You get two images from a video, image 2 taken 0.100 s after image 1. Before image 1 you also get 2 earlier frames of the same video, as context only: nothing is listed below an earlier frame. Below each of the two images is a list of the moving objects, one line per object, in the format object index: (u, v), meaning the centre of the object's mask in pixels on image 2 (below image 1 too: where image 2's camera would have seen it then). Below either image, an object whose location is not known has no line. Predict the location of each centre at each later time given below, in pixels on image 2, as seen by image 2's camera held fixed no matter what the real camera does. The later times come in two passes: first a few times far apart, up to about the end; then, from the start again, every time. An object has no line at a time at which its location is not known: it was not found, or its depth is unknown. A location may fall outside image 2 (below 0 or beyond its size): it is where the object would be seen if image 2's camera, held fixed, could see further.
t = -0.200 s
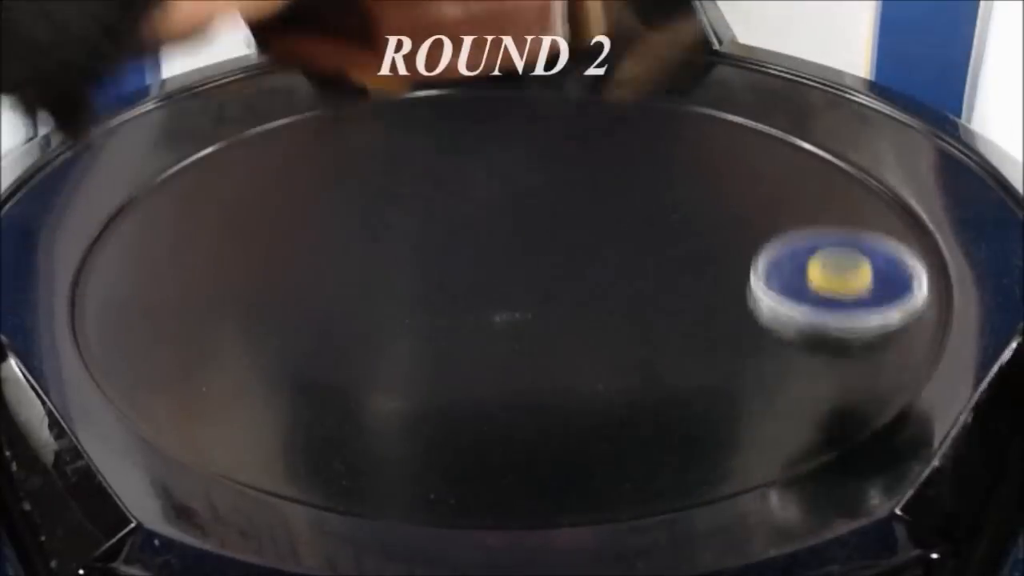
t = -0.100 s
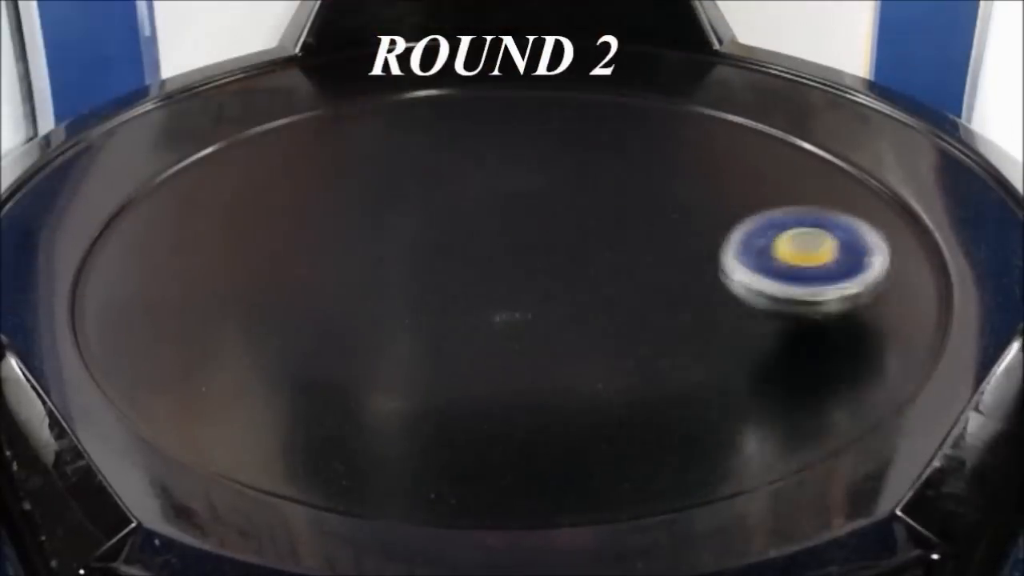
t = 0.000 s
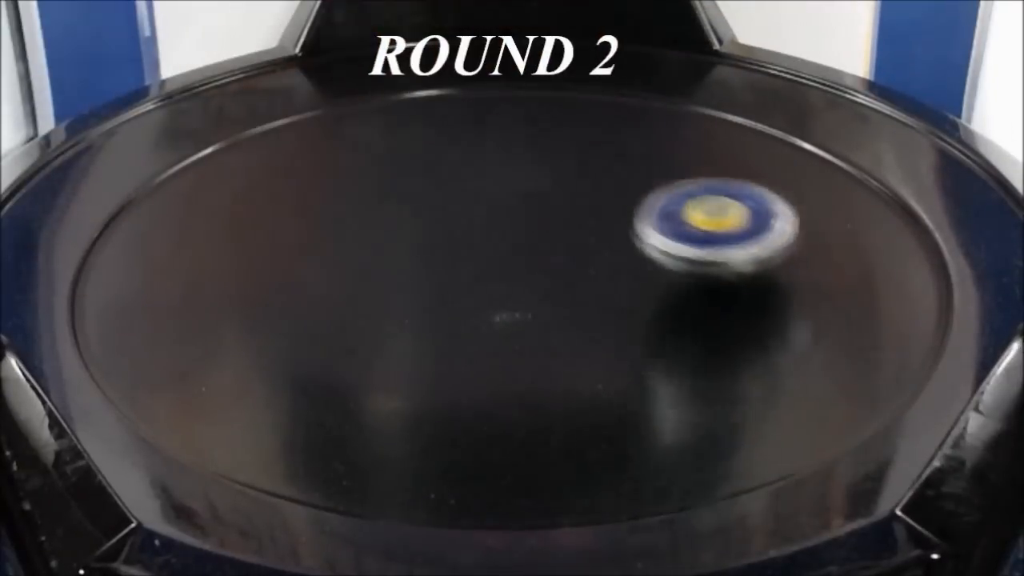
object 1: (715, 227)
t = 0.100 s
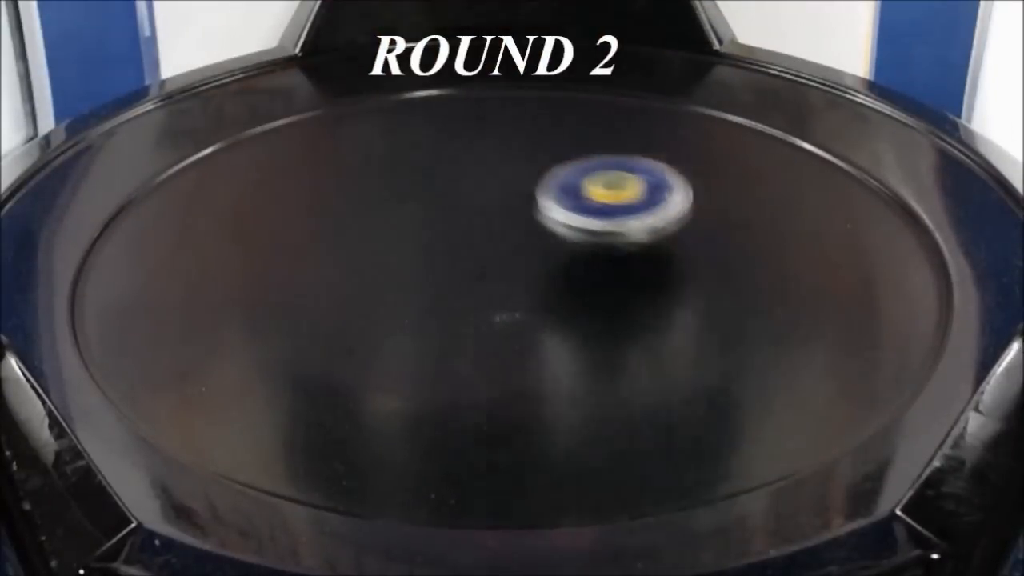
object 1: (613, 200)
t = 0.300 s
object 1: (481, 202)
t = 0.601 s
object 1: (426, 267)
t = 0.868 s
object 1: (490, 311)
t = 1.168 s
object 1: (578, 291)
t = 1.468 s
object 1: (539, 256)
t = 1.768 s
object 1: (457, 270)
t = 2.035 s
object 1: (463, 295)
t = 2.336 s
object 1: (507, 286)
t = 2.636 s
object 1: (484, 260)
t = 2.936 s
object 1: (443, 265)
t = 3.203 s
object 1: (464, 274)
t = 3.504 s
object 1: (486, 258)
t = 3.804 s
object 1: (472, 248)
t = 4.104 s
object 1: (470, 253)
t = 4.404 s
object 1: (498, 256)
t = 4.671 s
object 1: (514, 247)
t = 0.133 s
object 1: (583, 195)
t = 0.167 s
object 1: (554, 193)
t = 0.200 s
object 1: (530, 192)
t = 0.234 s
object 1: (511, 194)
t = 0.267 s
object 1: (495, 198)
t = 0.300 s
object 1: (481, 202)
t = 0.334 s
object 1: (469, 208)
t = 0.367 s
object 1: (458, 214)
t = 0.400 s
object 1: (449, 221)
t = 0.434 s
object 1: (441, 228)
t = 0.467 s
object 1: (435, 235)
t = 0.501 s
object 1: (430, 243)
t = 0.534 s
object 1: (427, 251)
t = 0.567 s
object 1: (425, 259)
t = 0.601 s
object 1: (426, 267)
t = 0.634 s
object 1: (428, 275)
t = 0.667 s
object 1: (432, 282)
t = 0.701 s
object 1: (439, 288)
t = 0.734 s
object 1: (447, 294)
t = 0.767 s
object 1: (456, 300)
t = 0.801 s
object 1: (466, 305)
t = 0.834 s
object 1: (477, 308)
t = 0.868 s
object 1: (490, 311)
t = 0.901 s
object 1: (503, 313)
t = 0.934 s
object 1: (515, 313)
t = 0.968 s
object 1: (528, 312)
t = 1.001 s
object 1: (541, 311)
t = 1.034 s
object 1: (552, 309)
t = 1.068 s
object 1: (562, 305)
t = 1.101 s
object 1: (570, 301)
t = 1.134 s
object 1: (575, 296)
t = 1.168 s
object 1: (578, 291)
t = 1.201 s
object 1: (579, 287)
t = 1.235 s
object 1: (579, 282)
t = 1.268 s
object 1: (578, 277)
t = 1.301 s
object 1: (575, 272)
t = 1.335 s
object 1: (570, 268)
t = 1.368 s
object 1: (564, 264)
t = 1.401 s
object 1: (557, 261)
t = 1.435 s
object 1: (549, 257)
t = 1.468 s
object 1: (539, 256)
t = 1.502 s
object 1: (529, 255)
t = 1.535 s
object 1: (517, 255)
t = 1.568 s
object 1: (506, 255)
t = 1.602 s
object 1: (495, 257)
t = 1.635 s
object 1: (485, 258)
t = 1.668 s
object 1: (476, 261)
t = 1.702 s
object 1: (468, 263)
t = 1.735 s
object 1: (462, 266)
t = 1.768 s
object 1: (457, 270)
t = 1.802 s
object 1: (454, 273)
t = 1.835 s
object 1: (452, 277)
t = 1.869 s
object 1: (451, 281)
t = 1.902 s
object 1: (452, 285)
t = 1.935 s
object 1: (453, 288)
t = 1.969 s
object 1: (456, 291)
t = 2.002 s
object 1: (459, 293)
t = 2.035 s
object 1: (463, 295)
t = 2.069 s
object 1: (468, 297)
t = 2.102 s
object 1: (474, 297)
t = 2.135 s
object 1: (480, 297)
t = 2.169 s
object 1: (486, 296)
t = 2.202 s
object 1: (491, 296)
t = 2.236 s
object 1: (496, 294)
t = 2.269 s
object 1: (500, 292)
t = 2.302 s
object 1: (504, 289)
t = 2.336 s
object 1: (507, 286)
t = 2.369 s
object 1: (509, 282)
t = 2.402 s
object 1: (509, 279)
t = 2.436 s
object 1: (509, 276)
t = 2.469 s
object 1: (507, 272)
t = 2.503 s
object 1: (504, 269)
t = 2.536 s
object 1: (500, 266)
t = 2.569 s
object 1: (495, 264)
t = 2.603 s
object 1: (489, 262)
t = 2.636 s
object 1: (484, 260)
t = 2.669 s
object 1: (478, 259)
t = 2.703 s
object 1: (471, 258)
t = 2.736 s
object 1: (464, 258)
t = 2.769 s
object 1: (458, 258)
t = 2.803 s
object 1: (453, 259)
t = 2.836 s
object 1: (450, 261)
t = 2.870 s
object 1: (446, 262)
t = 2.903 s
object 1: (444, 263)
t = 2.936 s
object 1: (443, 265)
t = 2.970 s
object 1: (442, 267)
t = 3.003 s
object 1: (443, 269)
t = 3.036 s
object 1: (445, 270)
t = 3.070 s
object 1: (448, 271)
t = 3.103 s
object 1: (452, 272)
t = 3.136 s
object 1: (456, 273)
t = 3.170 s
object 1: (460, 273)
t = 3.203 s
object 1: (464, 274)
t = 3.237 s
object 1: (467, 273)
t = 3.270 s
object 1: (471, 272)
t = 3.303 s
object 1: (475, 271)
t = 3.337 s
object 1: (478, 269)
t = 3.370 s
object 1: (481, 267)
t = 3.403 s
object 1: (484, 264)
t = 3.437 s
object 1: (485, 262)
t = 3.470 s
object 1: (486, 260)
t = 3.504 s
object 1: (486, 258)
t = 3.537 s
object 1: (485, 256)
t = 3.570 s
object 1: (484, 255)
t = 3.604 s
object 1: (483, 253)
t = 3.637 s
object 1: (481, 251)
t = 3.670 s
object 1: (479, 250)
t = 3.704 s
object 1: (478, 249)
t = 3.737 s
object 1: (476, 249)
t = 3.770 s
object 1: (474, 248)
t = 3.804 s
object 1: (472, 248)
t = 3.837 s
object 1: (471, 248)
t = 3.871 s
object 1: (469, 248)
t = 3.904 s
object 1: (468, 248)
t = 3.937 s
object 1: (467, 249)
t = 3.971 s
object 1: (466, 250)
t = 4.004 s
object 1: (466, 251)
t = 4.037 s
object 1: (467, 251)
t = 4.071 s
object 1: (468, 252)
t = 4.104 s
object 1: (470, 253)
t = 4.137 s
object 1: (473, 254)
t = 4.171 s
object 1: (475, 255)
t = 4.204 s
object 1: (477, 255)
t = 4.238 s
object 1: (481, 256)
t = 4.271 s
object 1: (484, 256)
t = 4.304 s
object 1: (488, 256)
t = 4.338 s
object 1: (491, 256)
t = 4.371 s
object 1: (494, 256)
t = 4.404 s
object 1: (498, 256)
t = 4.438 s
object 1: (501, 254)
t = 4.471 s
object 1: (504, 254)
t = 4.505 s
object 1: (506, 253)
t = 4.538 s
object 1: (509, 252)
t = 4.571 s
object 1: (511, 250)
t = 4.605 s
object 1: (512, 250)
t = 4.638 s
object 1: (513, 248)
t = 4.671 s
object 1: (514, 247)
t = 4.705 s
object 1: (514, 246)
